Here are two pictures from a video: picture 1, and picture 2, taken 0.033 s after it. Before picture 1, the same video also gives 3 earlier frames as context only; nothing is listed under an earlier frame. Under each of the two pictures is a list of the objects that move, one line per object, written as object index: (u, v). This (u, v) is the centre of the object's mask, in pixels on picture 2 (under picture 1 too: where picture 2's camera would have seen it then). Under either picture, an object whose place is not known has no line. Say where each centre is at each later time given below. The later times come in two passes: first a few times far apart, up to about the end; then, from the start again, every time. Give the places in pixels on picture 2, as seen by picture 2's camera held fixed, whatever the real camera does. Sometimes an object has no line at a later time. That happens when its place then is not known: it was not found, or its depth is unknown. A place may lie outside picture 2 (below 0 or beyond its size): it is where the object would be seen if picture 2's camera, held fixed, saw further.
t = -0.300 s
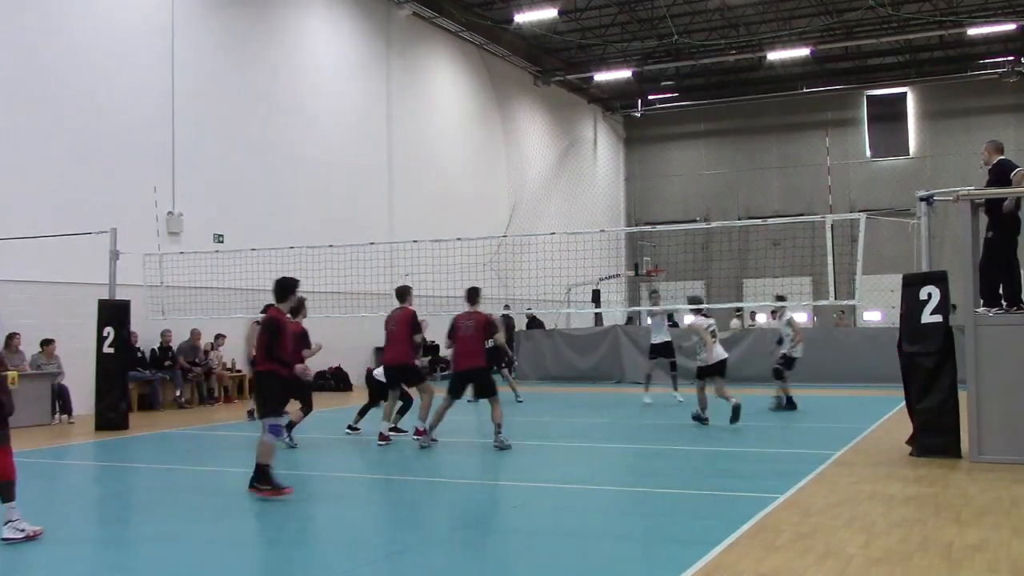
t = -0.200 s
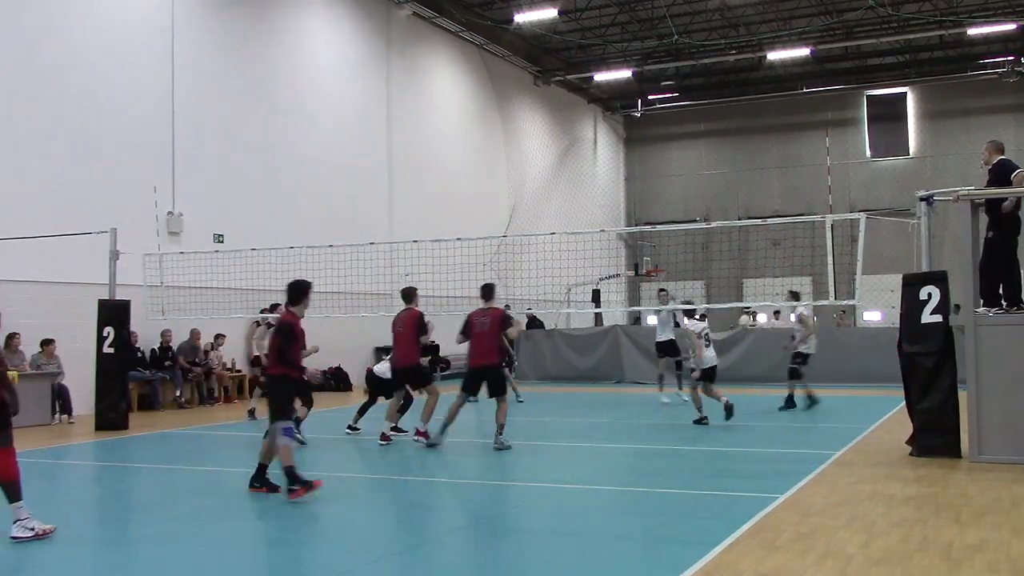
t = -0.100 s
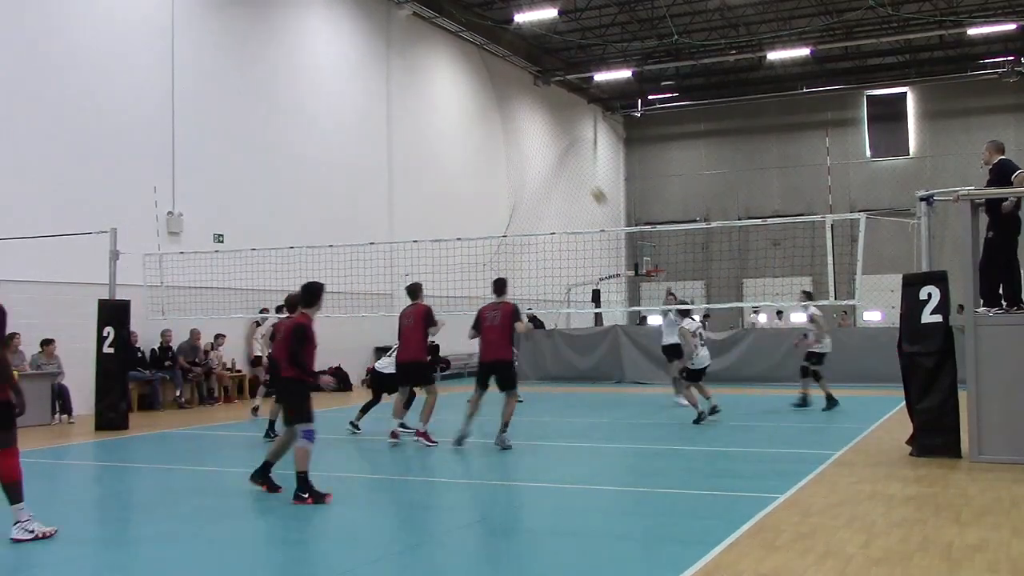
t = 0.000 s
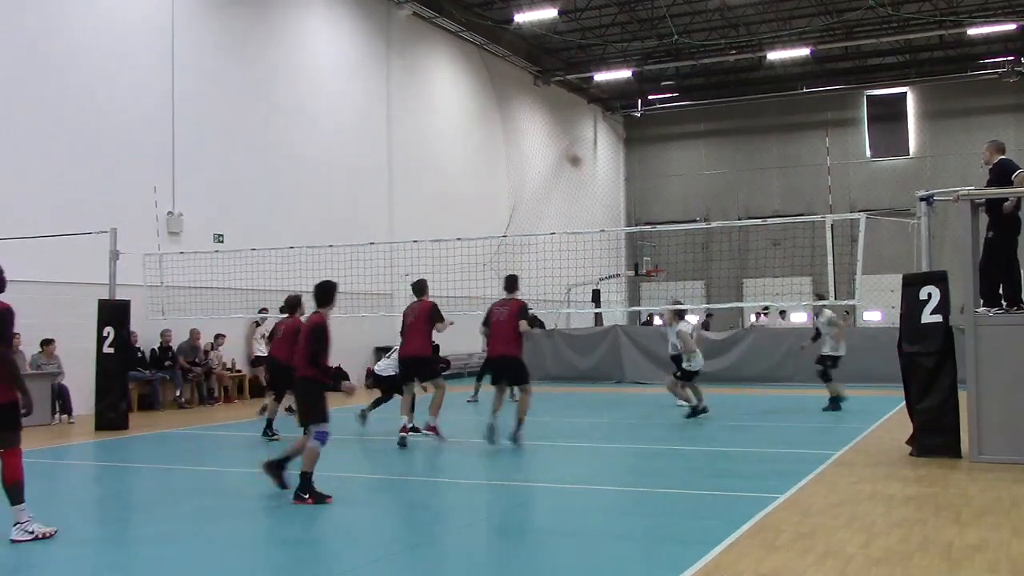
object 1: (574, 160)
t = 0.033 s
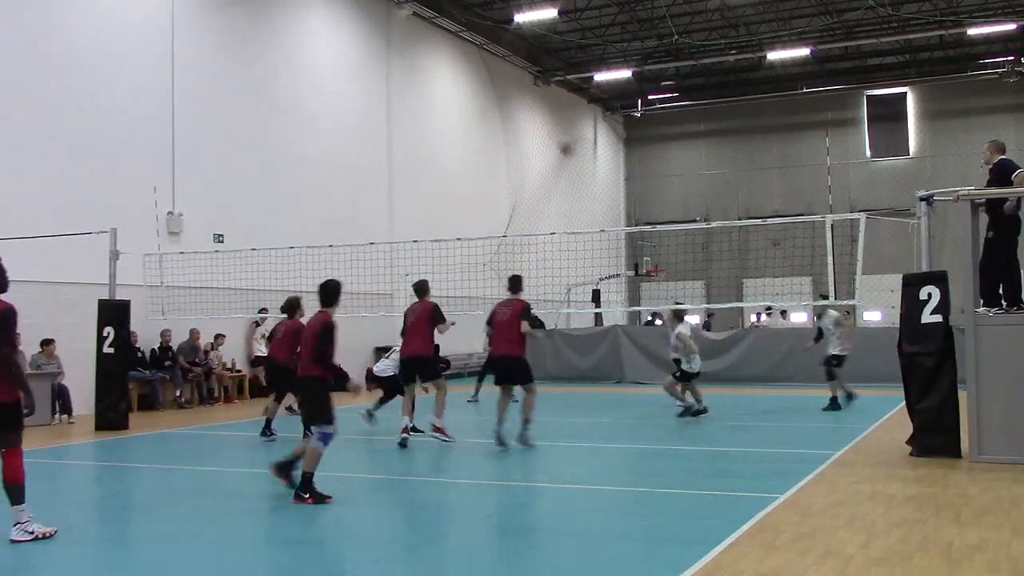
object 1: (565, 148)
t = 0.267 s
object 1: (502, 88)
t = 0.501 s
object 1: (438, 66)
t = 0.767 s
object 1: (360, 85)
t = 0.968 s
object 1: (297, 137)
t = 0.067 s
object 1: (556, 137)
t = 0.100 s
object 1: (548, 128)
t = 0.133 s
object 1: (539, 120)
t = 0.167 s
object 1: (530, 111)
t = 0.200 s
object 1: (521, 104)
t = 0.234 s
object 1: (512, 96)
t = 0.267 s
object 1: (502, 88)
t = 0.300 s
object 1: (494, 83)
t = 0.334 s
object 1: (486, 81)
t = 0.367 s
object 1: (478, 76)
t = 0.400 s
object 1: (467, 72)
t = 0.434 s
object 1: (457, 70)
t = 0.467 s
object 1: (448, 68)
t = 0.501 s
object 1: (438, 66)
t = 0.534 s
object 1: (429, 66)
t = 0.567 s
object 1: (419, 66)
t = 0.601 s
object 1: (410, 67)
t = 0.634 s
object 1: (399, 69)
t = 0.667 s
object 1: (390, 72)
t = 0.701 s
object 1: (379, 75)
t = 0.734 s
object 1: (370, 79)
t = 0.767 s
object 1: (360, 85)
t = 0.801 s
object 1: (349, 91)
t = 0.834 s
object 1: (339, 98)
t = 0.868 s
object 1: (328, 107)
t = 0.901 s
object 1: (319, 115)
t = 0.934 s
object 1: (307, 125)
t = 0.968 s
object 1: (297, 137)
